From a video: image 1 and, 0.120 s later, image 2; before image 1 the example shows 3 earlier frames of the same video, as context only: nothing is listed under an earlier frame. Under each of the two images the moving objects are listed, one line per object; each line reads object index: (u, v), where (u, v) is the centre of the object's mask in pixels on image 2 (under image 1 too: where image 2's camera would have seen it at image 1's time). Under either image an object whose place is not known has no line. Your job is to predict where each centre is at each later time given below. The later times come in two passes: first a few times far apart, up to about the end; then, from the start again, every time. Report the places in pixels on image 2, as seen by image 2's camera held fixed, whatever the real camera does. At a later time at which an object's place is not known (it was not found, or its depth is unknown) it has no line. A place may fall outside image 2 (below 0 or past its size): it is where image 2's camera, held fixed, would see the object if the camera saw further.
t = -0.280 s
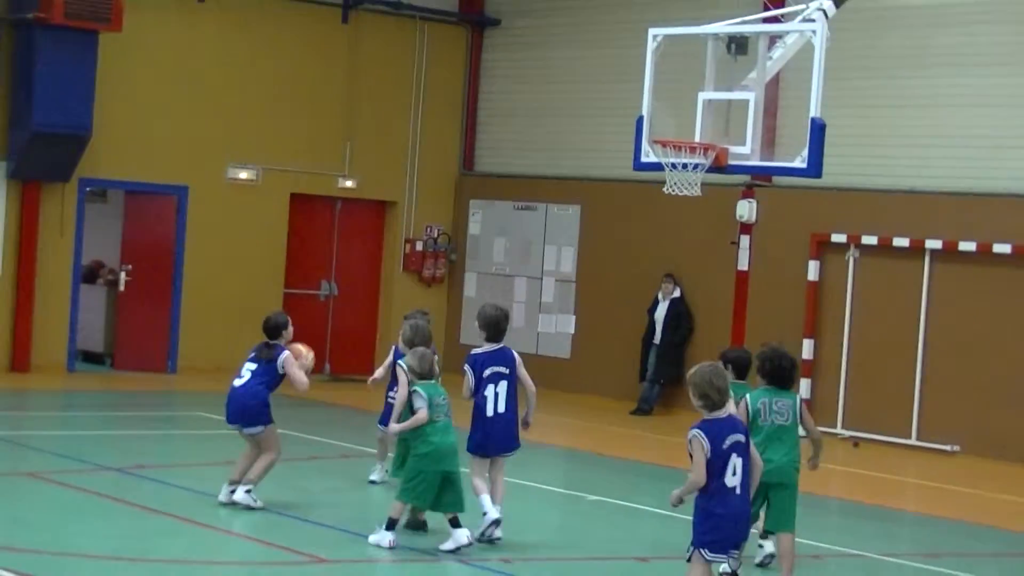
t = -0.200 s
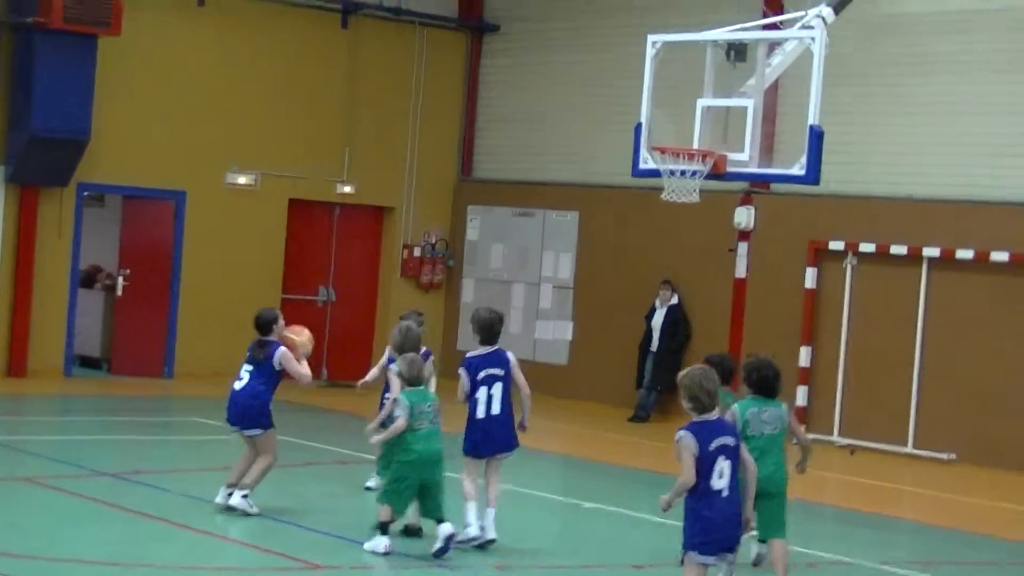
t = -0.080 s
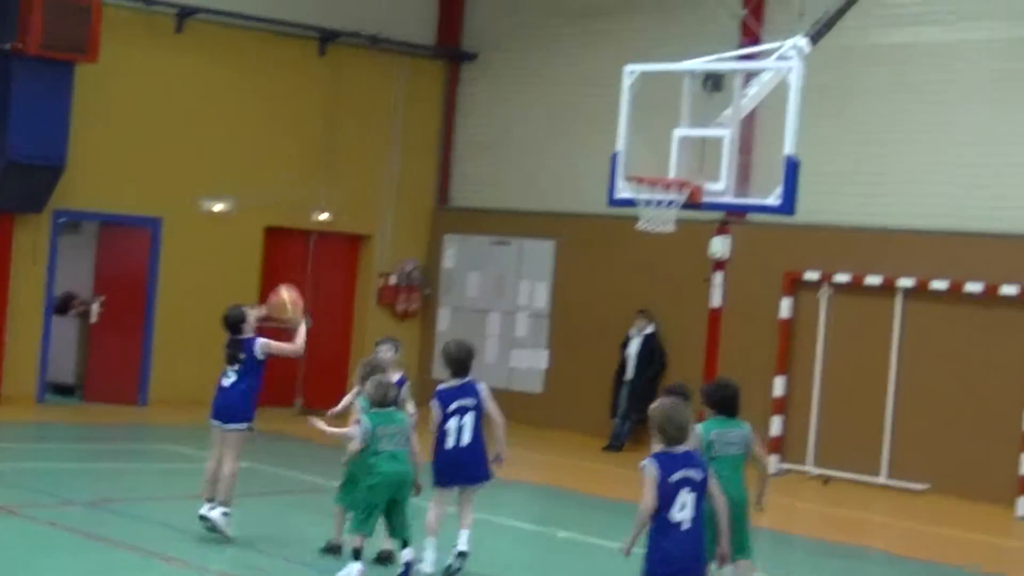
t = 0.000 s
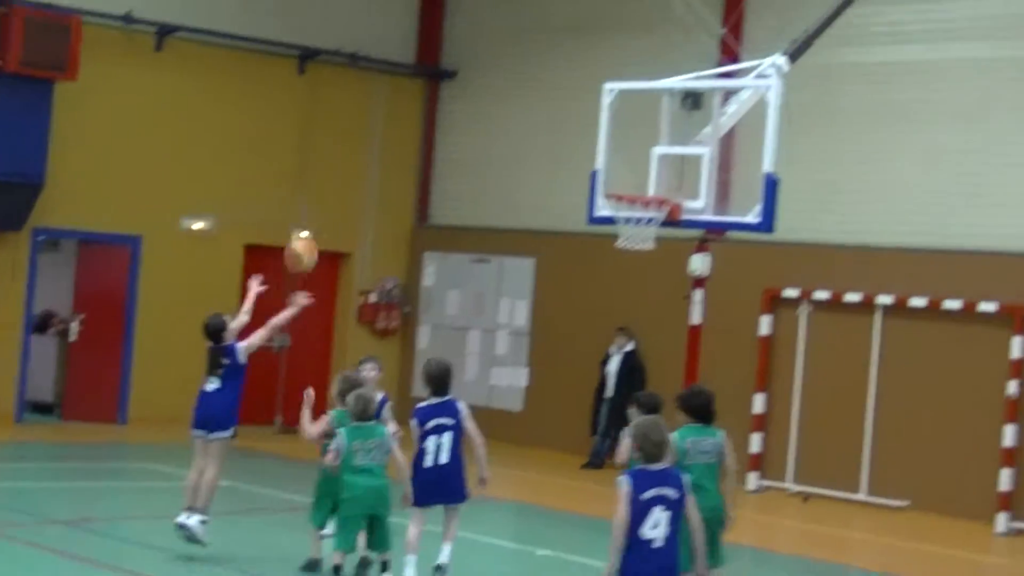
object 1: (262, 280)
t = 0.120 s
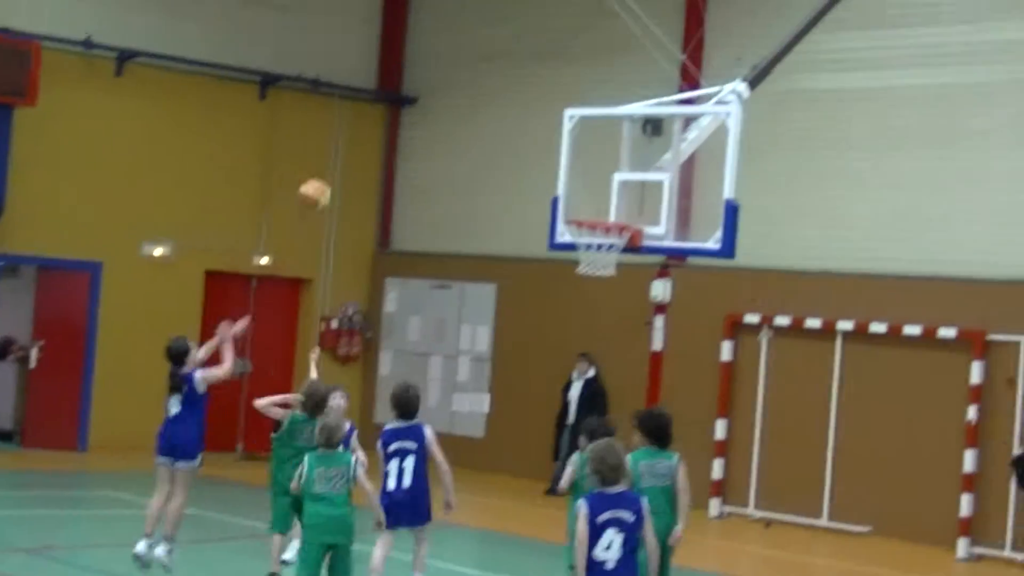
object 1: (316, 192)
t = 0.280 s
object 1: (377, 118)
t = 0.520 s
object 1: (455, 83)
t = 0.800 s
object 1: (534, 135)
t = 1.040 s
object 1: (586, 185)
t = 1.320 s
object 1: (587, 154)
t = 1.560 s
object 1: (552, 197)
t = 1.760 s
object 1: (520, 291)
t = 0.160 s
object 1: (332, 171)
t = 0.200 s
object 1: (346, 152)
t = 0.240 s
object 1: (362, 132)
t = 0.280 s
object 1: (377, 118)
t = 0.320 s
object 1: (390, 109)
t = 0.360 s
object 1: (403, 100)
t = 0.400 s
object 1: (416, 91)
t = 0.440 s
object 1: (430, 86)
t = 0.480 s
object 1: (443, 83)
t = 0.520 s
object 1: (455, 83)
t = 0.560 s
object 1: (467, 84)
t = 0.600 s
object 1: (479, 88)
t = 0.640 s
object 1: (491, 93)
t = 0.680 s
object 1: (502, 101)
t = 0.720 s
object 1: (514, 110)
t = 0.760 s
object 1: (524, 122)
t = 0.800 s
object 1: (534, 135)
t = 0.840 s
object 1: (545, 153)
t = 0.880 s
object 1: (553, 171)
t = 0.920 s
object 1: (564, 191)
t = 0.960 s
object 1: (573, 208)
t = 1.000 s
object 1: (580, 196)
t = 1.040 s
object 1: (586, 185)
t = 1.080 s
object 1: (592, 175)
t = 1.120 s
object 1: (597, 169)
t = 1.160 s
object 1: (601, 165)
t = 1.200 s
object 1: (600, 159)
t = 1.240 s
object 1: (596, 156)
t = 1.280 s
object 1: (592, 154)
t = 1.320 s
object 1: (587, 154)
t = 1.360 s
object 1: (582, 156)
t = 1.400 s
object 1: (576, 161)
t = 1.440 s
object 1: (570, 167)
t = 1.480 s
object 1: (565, 176)
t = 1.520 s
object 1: (557, 187)
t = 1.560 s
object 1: (552, 197)
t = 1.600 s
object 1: (545, 214)
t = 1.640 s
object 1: (540, 230)
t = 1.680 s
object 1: (534, 248)
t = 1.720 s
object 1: (526, 270)
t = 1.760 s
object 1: (520, 291)
